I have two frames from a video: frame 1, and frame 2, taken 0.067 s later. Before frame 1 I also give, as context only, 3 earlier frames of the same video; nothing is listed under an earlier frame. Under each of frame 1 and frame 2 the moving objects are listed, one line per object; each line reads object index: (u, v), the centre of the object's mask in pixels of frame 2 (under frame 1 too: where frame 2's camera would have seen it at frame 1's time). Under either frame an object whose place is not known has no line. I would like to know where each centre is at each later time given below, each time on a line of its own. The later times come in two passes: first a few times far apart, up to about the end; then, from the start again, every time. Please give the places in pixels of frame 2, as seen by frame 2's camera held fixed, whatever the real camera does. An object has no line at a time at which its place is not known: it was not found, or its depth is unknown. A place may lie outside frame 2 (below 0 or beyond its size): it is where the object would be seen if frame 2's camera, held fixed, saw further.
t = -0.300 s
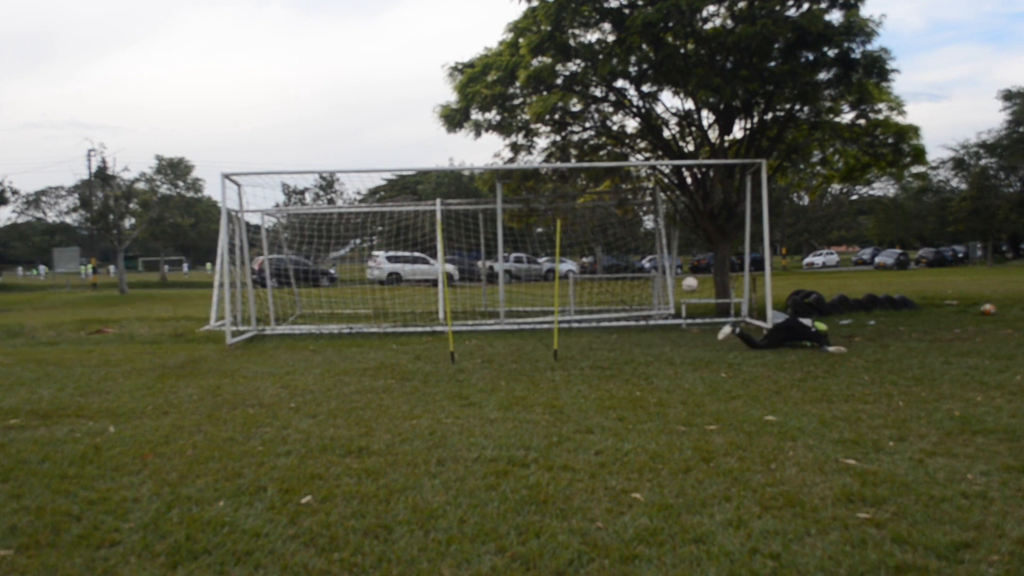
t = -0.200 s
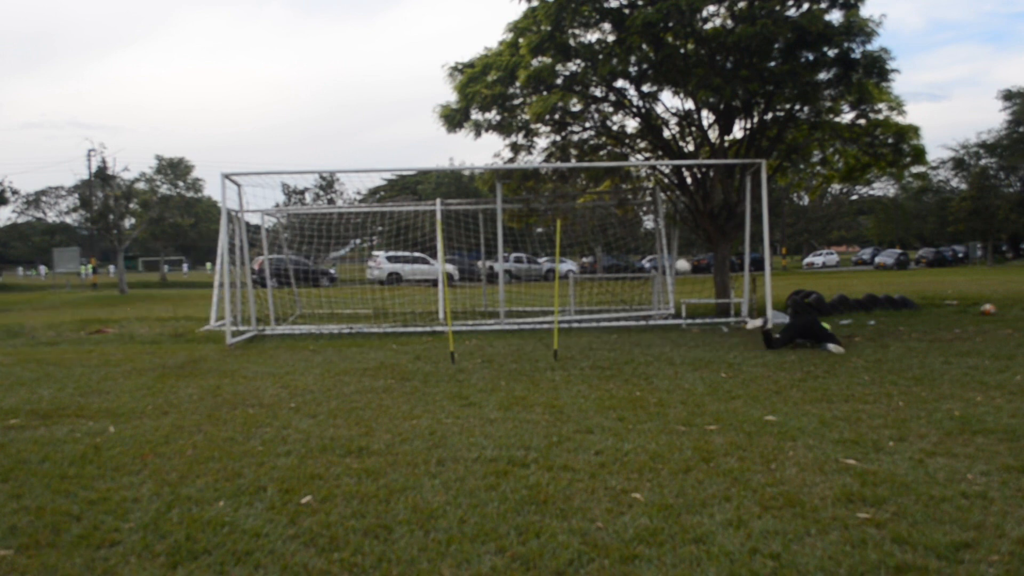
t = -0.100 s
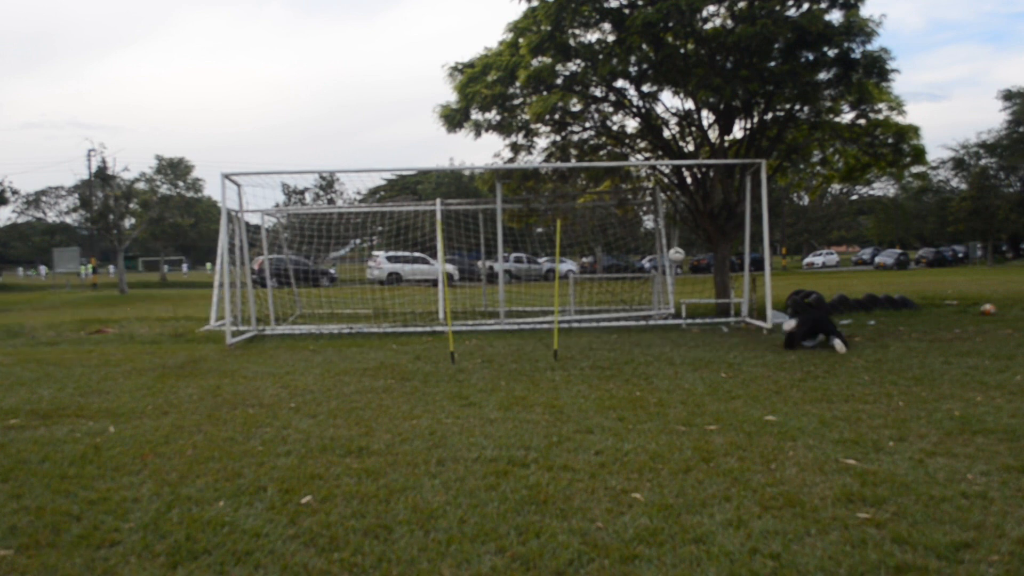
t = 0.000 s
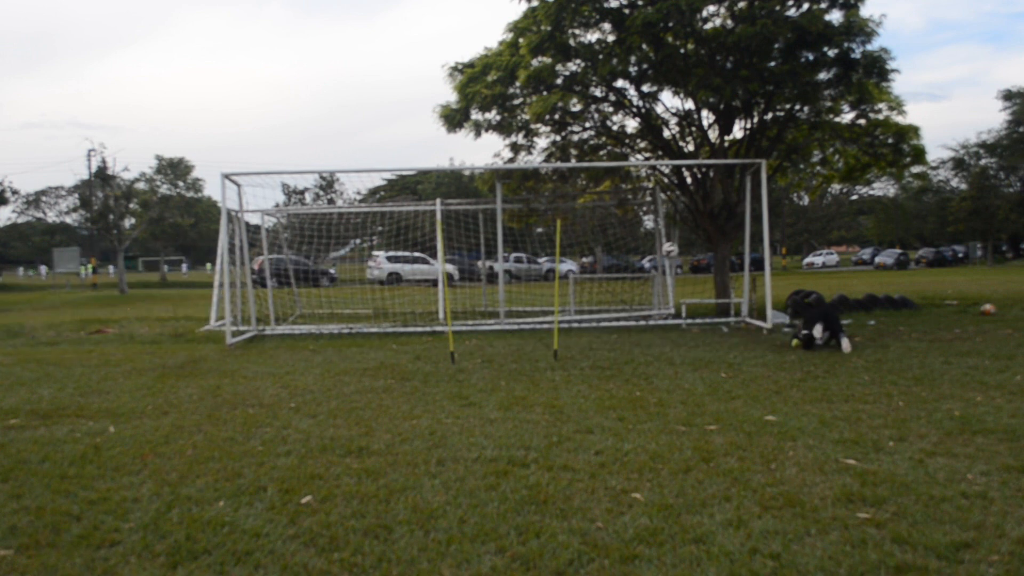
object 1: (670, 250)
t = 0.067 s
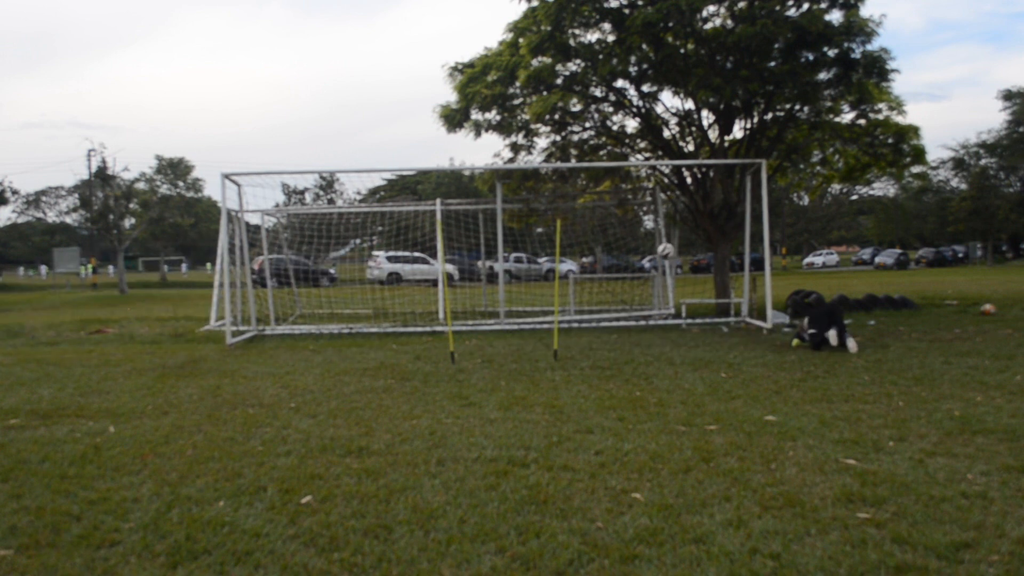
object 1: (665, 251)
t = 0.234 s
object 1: (655, 267)
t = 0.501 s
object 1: (640, 333)
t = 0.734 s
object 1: (623, 302)
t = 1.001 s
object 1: (603, 309)
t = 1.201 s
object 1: (590, 336)
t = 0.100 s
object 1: (663, 252)
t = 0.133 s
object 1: (661, 255)
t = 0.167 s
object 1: (658, 258)
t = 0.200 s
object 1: (657, 263)
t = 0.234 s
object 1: (655, 267)
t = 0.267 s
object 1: (653, 272)
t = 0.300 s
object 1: (651, 279)
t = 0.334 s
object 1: (649, 286)
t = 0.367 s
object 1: (647, 293)
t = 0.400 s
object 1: (645, 302)
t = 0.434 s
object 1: (643, 311)
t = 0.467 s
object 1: (641, 323)
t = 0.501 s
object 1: (640, 333)
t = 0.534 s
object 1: (638, 330)
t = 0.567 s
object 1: (636, 324)
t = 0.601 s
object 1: (632, 318)
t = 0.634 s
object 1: (630, 313)
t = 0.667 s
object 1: (627, 308)
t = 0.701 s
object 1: (625, 304)
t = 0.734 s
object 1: (623, 302)
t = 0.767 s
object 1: (621, 301)
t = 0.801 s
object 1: (618, 299)
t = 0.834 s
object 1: (616, 299)
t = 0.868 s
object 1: (613, 299)
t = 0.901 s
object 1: (611, 301)
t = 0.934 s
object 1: (608, 302)
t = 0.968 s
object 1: (606, 305)
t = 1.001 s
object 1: (603, 309)
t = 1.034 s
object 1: (602, 312)
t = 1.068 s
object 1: (599, 318)
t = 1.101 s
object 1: (597, 325)
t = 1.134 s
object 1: (595, 332)
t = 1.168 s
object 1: (593, 339)
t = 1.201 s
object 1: (590, 336)
